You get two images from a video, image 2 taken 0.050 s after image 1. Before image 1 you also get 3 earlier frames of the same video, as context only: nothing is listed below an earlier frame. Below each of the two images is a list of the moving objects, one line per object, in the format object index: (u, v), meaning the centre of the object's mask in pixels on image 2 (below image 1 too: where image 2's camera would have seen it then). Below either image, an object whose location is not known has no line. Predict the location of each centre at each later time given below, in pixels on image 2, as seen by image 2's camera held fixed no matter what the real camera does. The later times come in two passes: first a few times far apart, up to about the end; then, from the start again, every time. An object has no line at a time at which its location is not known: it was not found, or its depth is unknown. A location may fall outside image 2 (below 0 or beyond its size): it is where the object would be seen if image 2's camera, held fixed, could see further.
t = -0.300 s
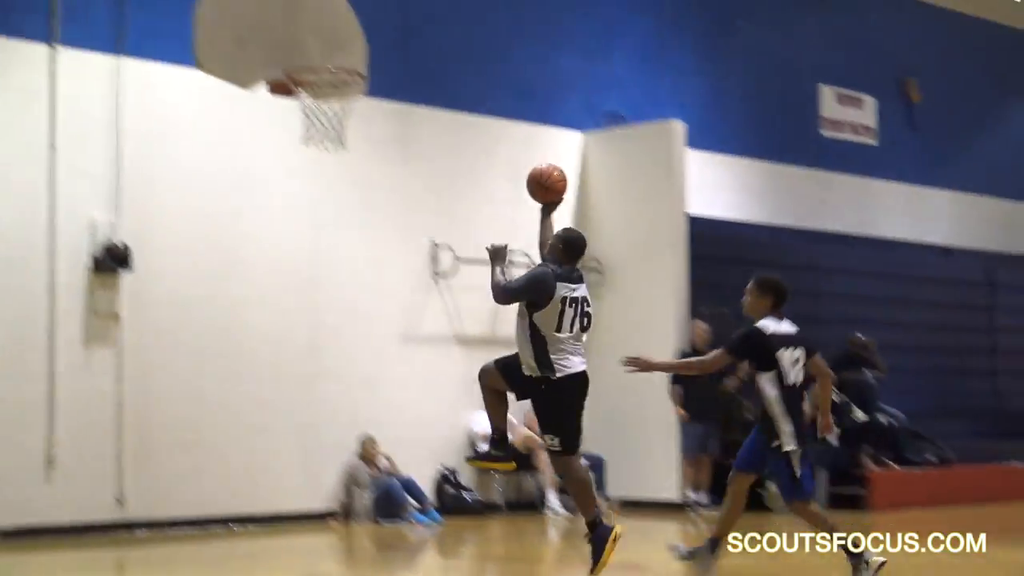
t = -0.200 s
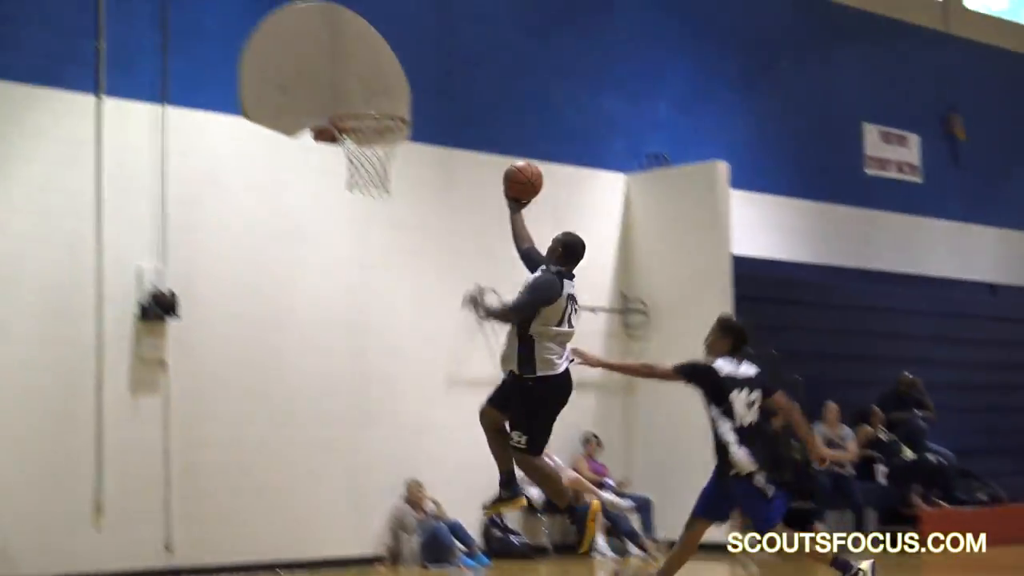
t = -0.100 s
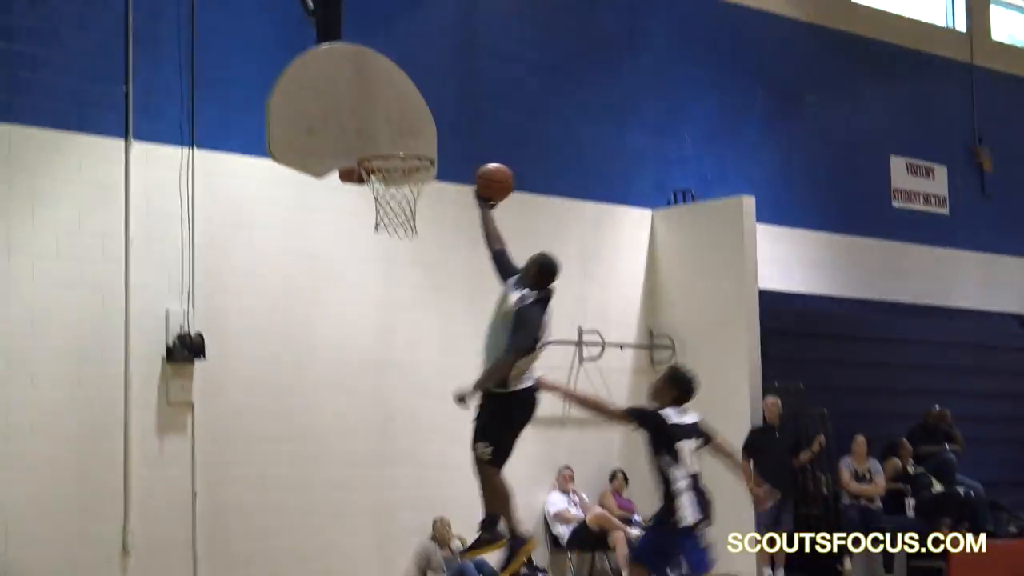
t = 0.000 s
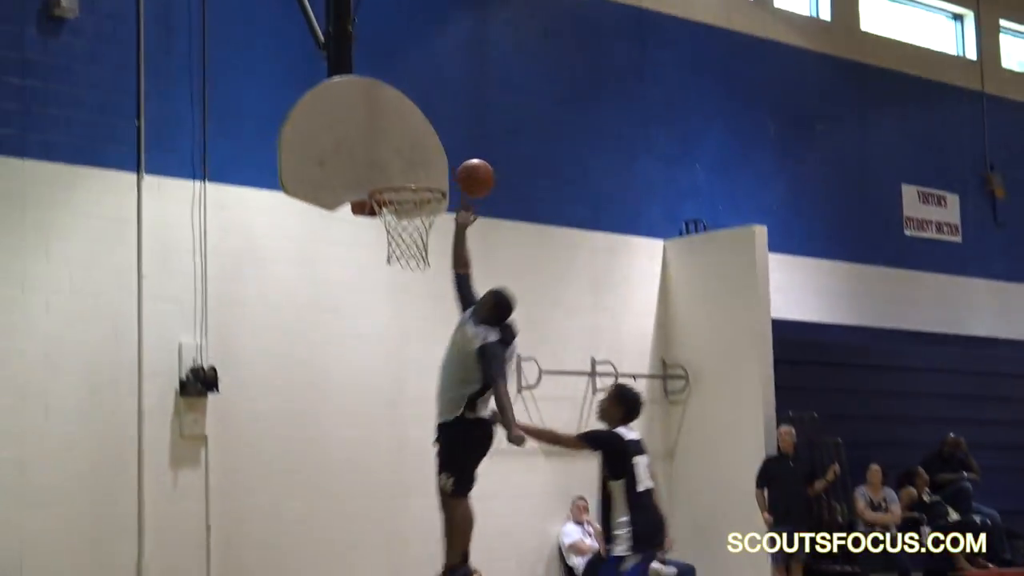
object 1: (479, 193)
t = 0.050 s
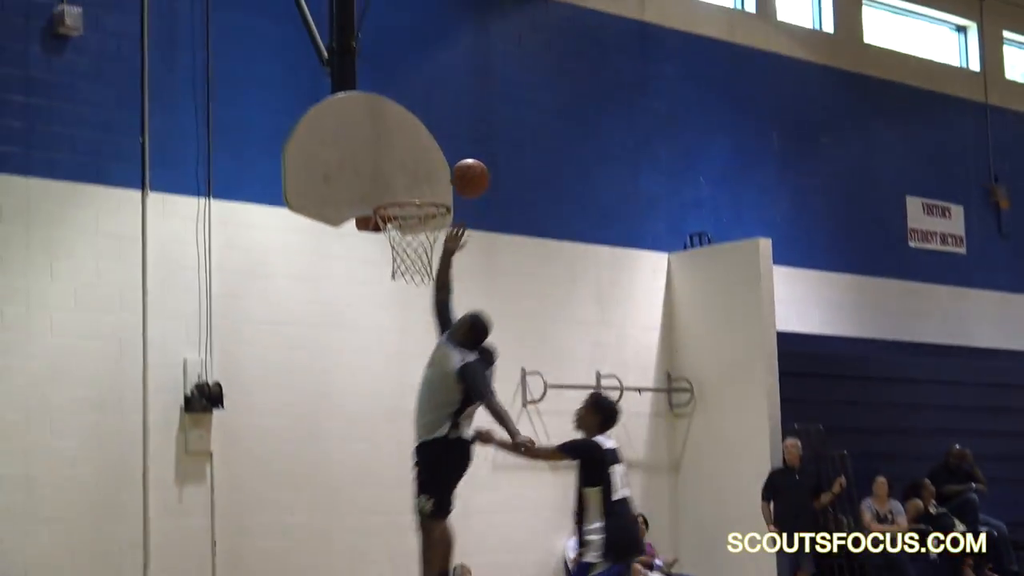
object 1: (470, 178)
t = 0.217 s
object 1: (439, 157)
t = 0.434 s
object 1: (400, 193)
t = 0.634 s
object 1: (421, 252)
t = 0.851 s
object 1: (449, 341)
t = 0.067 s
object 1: (466, 174)
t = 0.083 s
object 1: (464, 170)
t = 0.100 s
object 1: (461, 167)
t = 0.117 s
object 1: (458, 164)
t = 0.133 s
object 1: (455, 162)
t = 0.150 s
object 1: (452, 160)
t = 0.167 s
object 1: (449, 159)
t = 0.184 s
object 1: (446, 158)
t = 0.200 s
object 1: (443, 158)
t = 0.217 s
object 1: (439, 157)
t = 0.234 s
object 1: (436, 158)
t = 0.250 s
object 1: (433, 158)
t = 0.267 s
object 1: (429, 160)
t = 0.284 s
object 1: (427, 161)
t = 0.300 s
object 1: (423, 163)
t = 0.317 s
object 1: (420, 166)
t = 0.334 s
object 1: (417, 169)
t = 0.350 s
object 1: (415, 172)
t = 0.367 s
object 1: (411, 176)
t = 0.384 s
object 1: (409, 179)
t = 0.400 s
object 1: (406, 184)
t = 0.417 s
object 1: (403, 188)
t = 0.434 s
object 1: (400, 193)
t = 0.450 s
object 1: (396, 202)
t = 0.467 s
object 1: (393, 209)
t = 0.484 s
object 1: (392, 213)
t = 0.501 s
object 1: (395, 217)
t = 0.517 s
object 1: (401, 220)
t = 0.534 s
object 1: (403, 223)
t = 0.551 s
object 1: (406, 227)
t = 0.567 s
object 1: (408, 231)
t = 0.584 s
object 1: (412, 237)
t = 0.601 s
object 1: (415, 242)
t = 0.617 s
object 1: (419, 248)
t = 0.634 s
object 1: (421, 252)
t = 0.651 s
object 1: (424, 257)
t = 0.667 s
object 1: (426, 262)
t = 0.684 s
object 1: (428, 268)
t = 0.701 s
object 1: (430, 272)
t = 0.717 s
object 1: (432, 279)
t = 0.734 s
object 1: (435, 285)
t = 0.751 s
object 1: (437, 292)
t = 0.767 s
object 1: (439, 299)
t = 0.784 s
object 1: (441, 306)
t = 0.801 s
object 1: (443, 314)
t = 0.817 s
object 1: (445, 323)
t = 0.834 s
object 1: (447, 332)
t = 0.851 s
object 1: (449, 341)
